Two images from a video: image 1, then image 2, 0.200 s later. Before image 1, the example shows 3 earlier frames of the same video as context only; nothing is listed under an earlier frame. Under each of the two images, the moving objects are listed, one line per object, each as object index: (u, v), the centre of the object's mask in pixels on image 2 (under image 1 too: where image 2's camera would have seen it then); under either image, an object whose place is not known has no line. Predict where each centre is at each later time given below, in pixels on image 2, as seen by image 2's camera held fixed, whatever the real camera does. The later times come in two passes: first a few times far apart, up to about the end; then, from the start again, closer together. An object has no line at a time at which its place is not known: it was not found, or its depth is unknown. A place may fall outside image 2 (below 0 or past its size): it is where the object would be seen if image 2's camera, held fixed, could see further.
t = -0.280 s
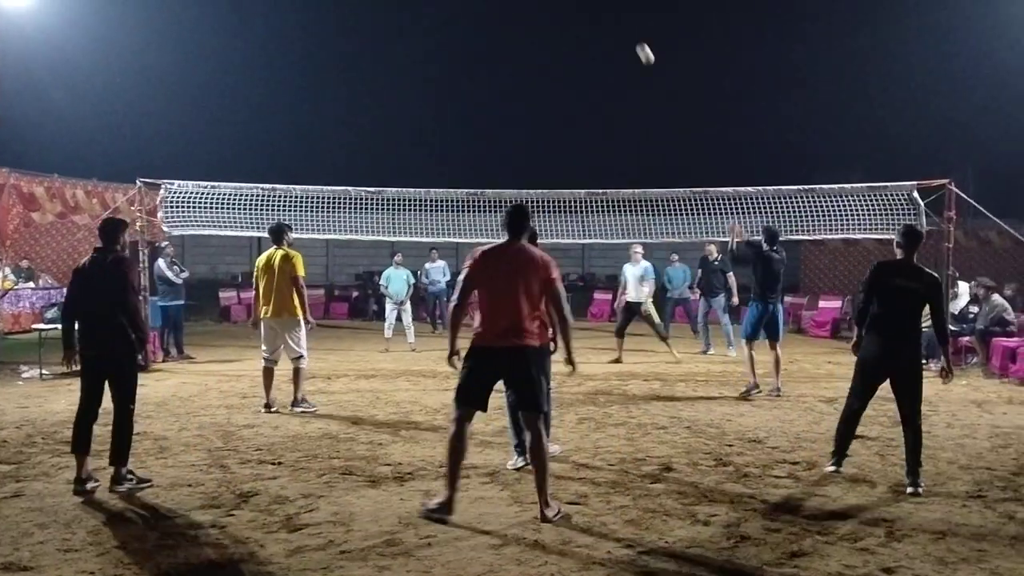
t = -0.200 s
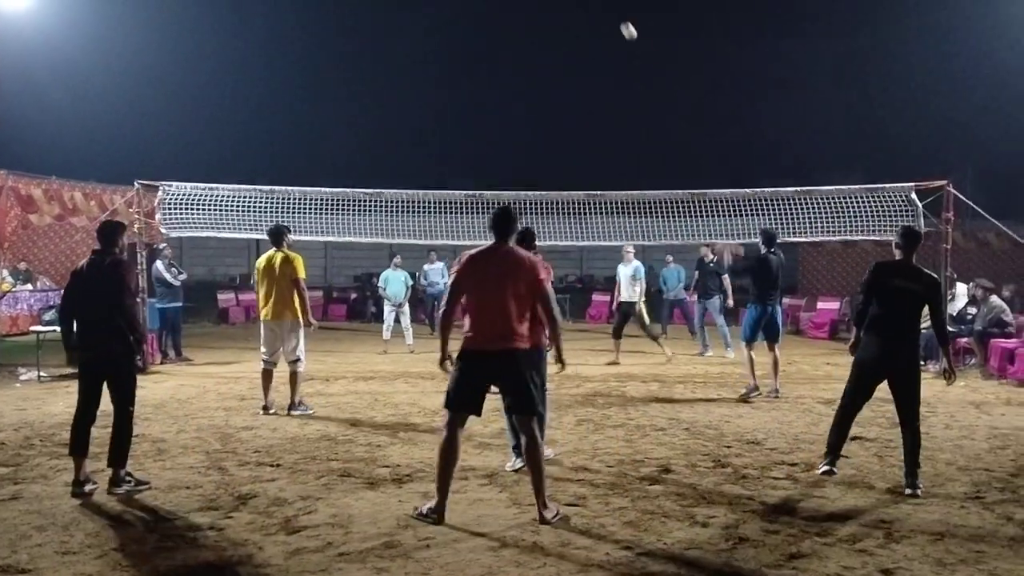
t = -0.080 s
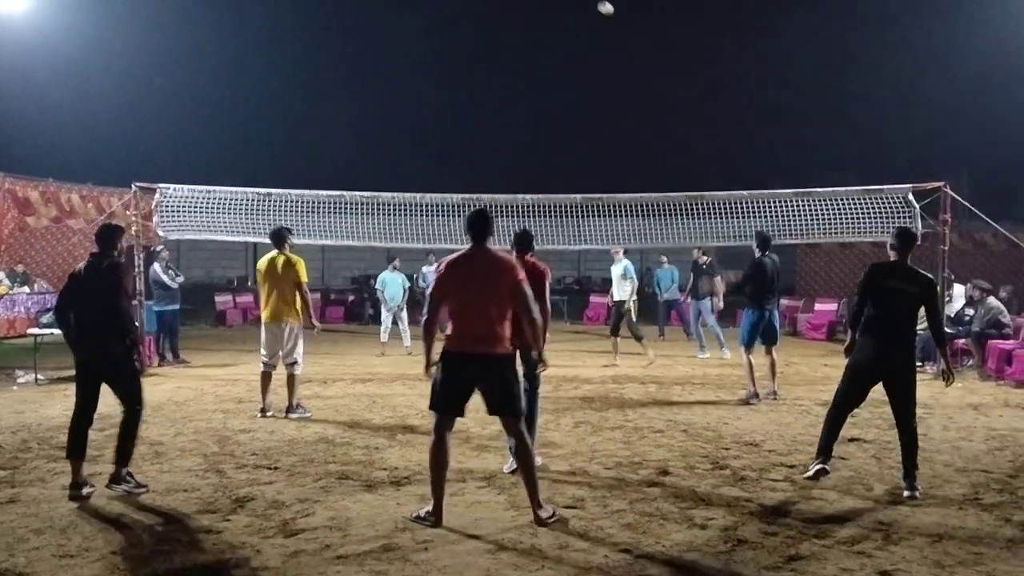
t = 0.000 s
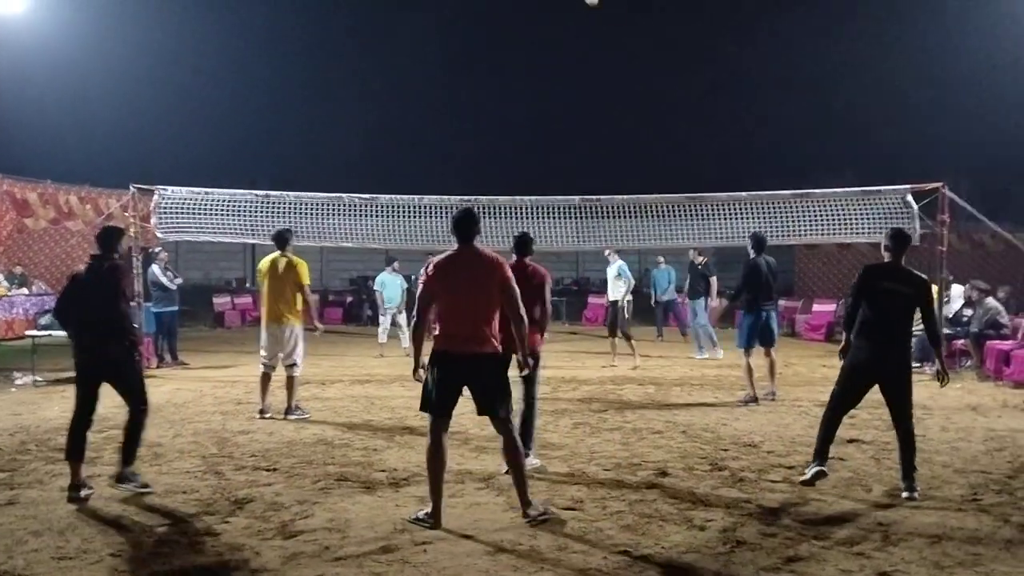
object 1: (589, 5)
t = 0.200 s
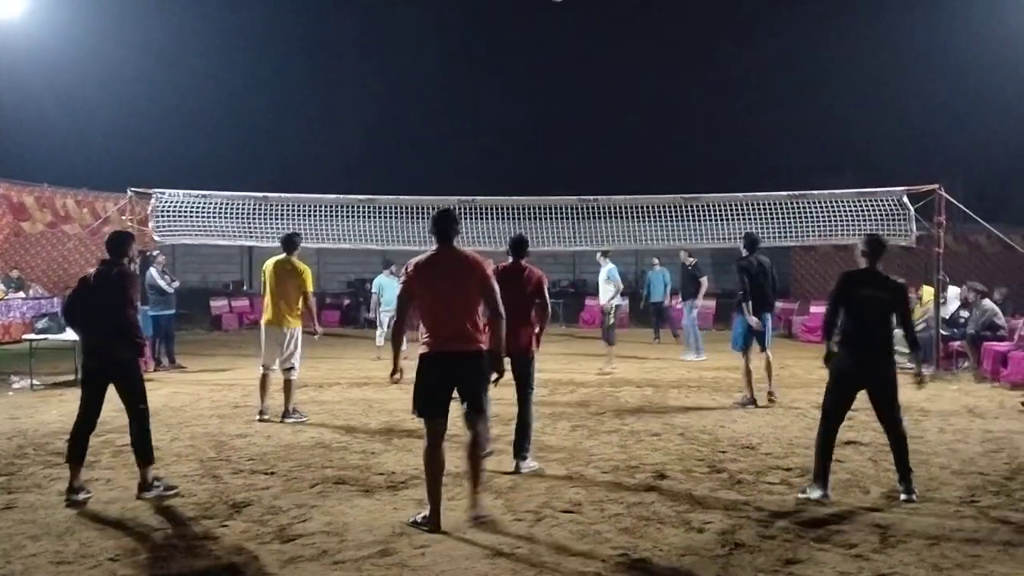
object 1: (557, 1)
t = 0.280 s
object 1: (548, 2)
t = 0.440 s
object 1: (530, 20)
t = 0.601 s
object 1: (515, 52)
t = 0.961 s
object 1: (485, 160)
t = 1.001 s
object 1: (482, 175)
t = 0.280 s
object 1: (548, 2)
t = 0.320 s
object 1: (544, 4)
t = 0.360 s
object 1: (540, 8)
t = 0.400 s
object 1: (535, 14)
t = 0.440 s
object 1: (530, 20)
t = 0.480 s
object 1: (526, 26)
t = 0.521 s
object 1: (522, 35)
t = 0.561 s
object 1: (519, 43)
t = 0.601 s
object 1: (515, 52)
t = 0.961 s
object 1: (485, 160)
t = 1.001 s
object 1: (482, 175)
